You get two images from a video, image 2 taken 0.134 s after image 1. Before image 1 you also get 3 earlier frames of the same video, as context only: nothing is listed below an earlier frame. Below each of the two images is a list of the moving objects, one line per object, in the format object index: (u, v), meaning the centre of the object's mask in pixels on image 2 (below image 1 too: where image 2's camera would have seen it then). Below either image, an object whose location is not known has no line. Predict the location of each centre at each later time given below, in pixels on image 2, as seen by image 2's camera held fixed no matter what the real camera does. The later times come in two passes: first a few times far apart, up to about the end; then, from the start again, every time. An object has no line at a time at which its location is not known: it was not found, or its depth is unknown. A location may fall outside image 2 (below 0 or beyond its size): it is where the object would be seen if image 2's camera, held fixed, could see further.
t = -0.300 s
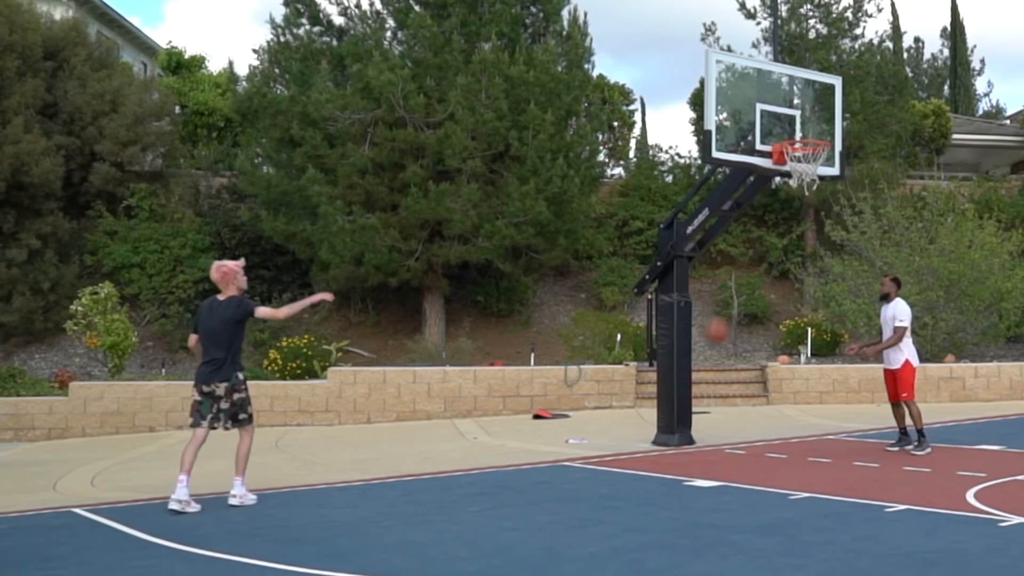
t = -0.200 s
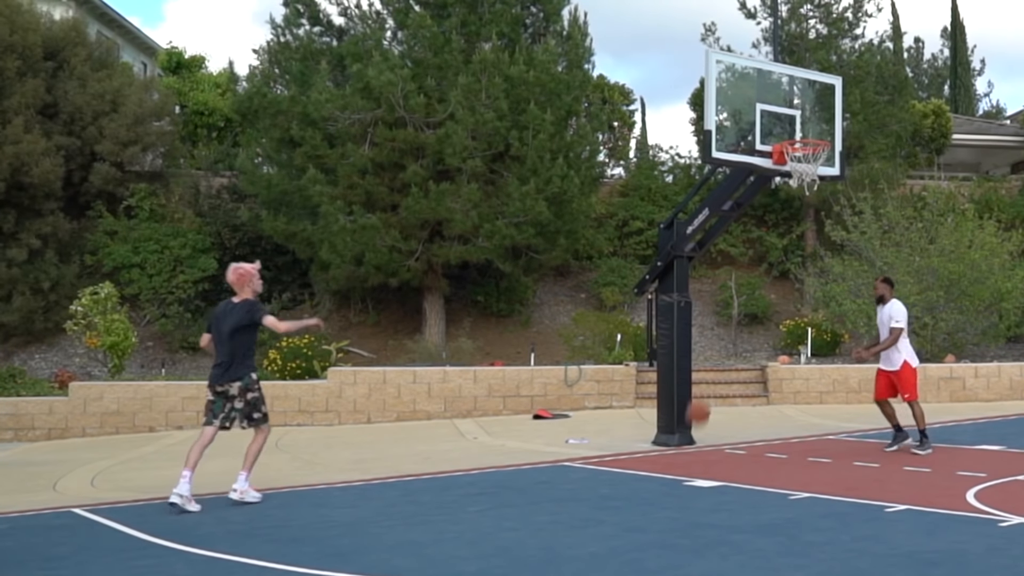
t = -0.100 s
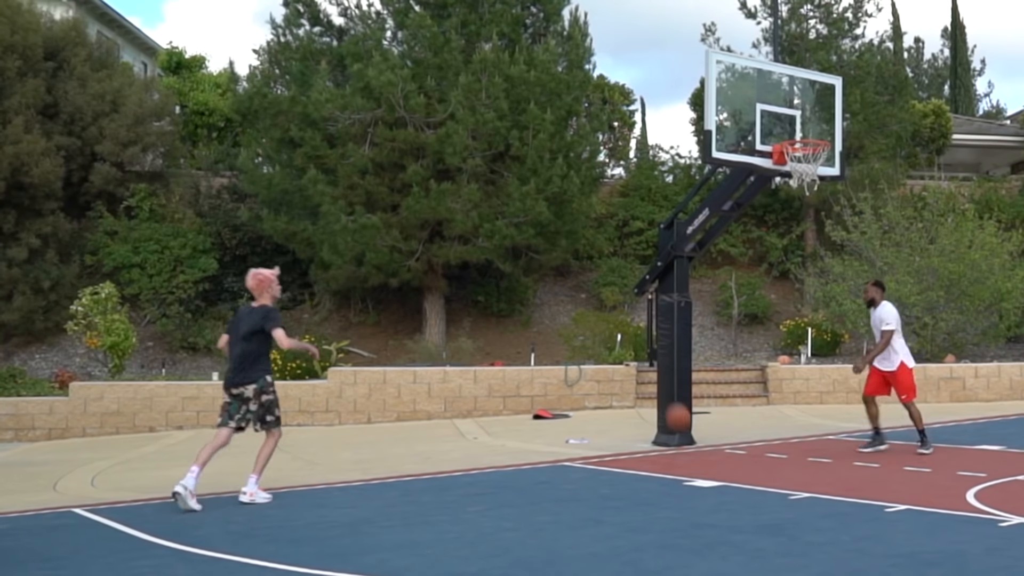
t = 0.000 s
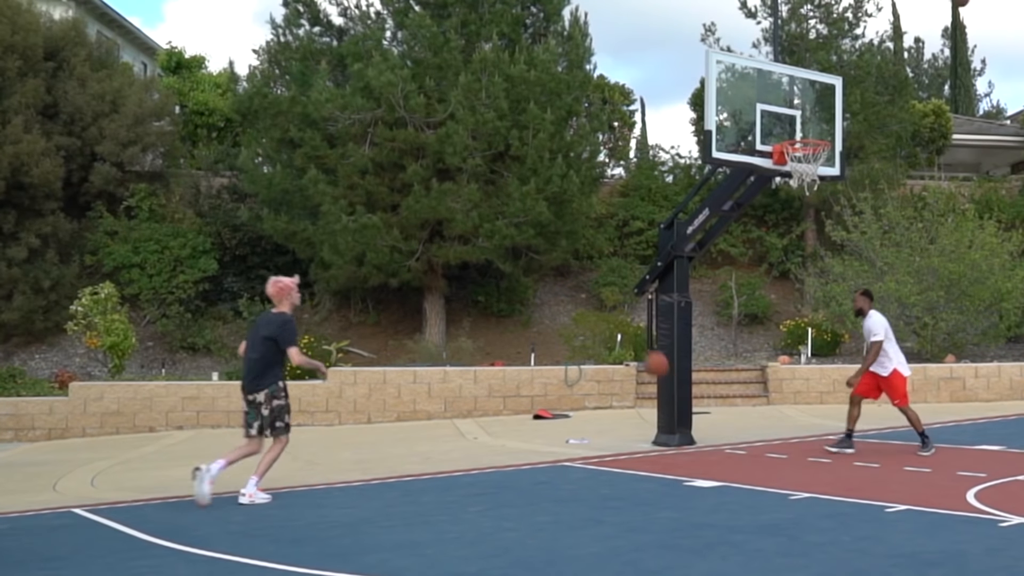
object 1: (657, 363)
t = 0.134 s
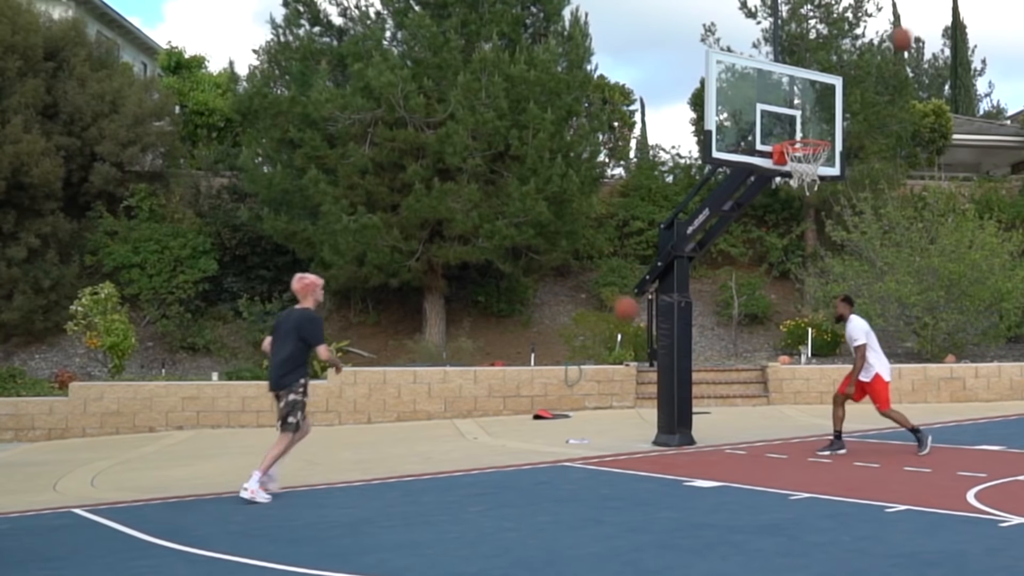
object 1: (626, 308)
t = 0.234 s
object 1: (603, 278)
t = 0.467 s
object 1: (548, 246)
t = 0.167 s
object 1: (618, 297)
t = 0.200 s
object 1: (610, 286)
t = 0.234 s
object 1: (603, 278)
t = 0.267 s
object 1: (595, 270)
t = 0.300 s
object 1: (588, 264)
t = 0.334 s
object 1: (580, 259)
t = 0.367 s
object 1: (572, 253)
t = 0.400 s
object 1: (564, 250)
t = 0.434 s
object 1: (556, 248)
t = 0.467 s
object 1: (548, 246)
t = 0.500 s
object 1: (540, 247)
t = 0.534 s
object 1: (532, 248)
